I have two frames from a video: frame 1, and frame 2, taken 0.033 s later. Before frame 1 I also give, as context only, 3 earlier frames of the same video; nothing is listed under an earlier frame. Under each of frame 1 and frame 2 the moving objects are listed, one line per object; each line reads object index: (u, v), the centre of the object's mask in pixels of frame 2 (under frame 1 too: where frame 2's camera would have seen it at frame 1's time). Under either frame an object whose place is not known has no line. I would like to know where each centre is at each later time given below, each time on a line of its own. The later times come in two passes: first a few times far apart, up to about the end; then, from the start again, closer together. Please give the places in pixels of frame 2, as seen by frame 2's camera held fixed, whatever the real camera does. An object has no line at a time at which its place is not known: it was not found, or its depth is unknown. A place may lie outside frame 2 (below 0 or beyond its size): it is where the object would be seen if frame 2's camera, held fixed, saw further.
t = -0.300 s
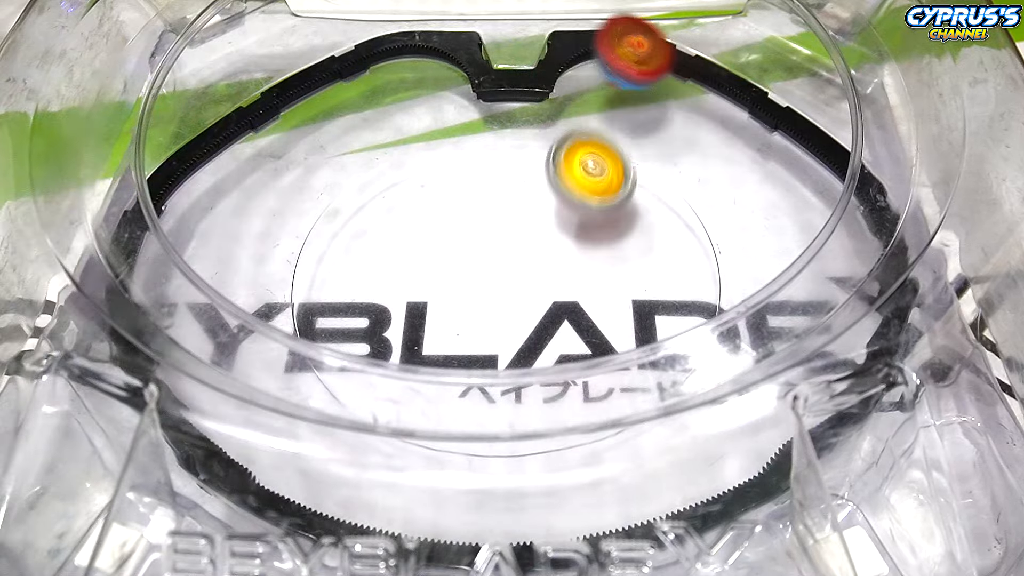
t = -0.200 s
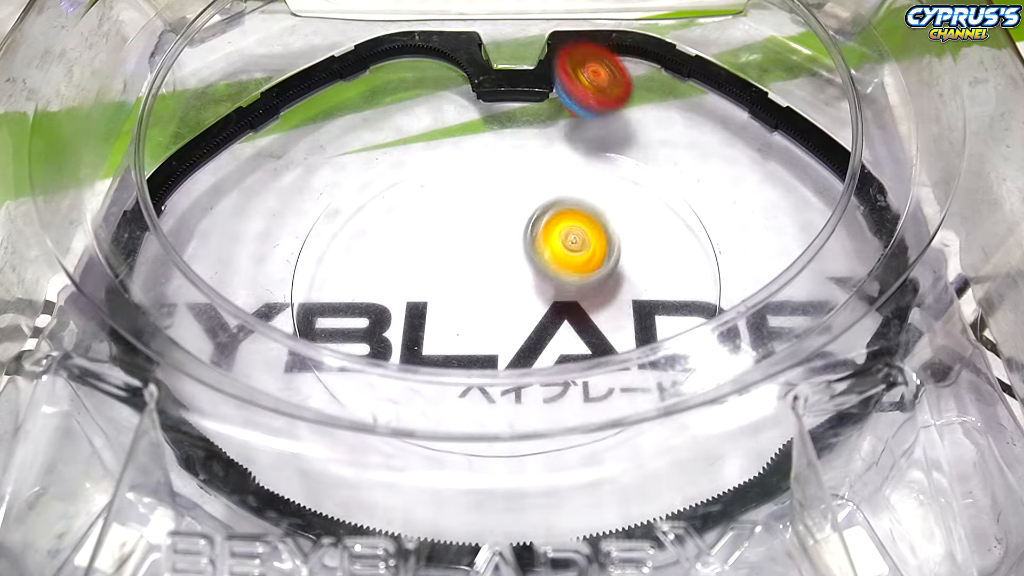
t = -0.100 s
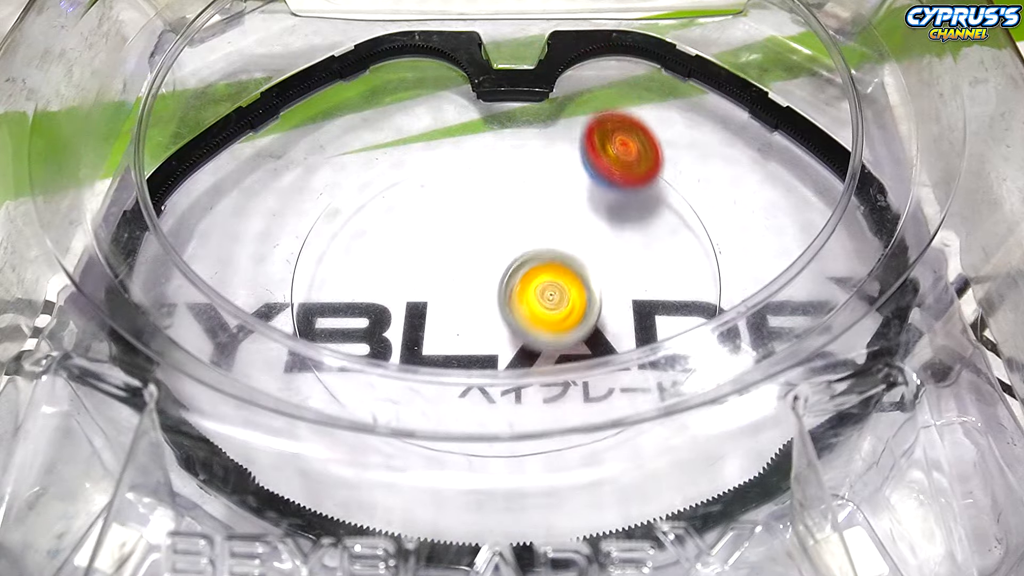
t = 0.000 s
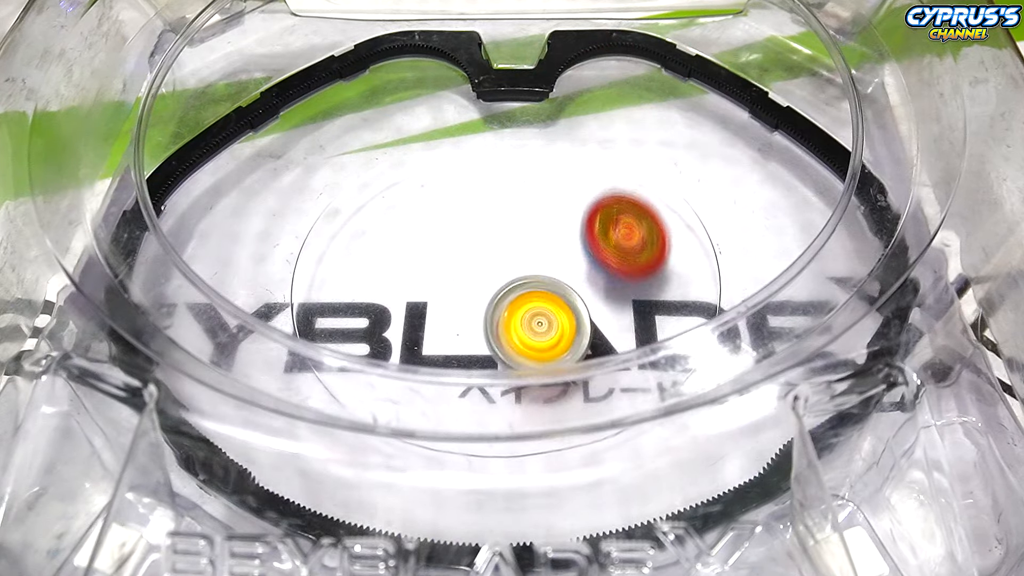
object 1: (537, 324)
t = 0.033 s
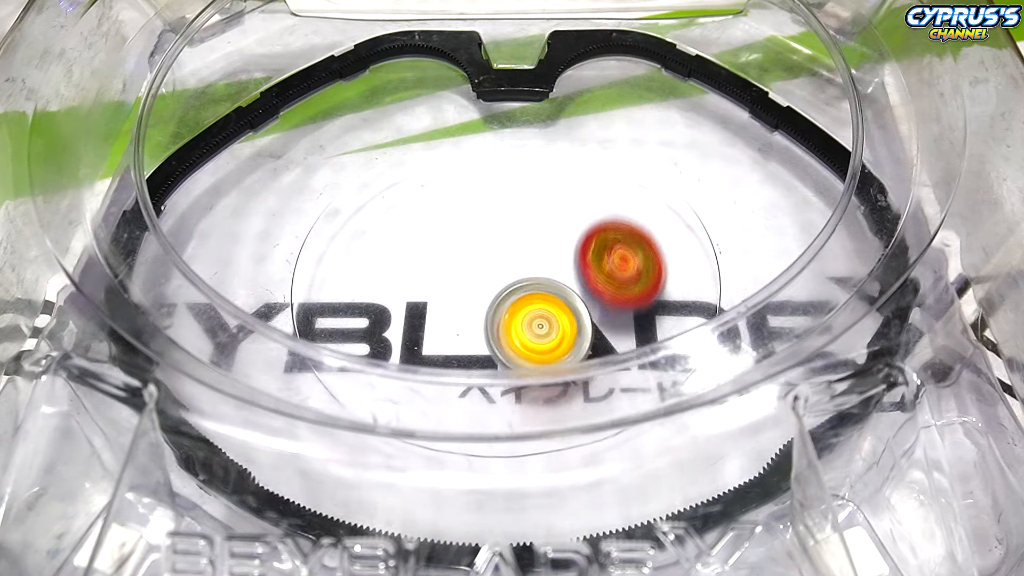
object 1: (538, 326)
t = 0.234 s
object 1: (341, 249)
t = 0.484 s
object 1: (544, 156)
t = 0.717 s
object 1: (425, 274)
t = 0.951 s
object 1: (511, 426)
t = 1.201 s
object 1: (814, 347)
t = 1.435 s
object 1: (727, 434)
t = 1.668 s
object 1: (611, 316)
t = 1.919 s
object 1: (507, 267)
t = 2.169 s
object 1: (382, 304)
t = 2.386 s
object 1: (417, 339)
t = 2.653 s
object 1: (490, 304)
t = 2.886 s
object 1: (477, 242)
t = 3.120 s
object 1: (433, 214)
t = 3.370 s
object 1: (420, 224)
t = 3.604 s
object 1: (439, 221)
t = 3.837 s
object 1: (469, 215)
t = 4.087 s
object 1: (495, 209)
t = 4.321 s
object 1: (517, 209)
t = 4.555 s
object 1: (538, 214)
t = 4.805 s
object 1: (555, 223)
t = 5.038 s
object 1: (566, 235)
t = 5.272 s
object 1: (569, 250)
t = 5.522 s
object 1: (562, 269)
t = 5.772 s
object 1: (548, 286)
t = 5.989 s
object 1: (529, 298)
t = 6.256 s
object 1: (505, 304)
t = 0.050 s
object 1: (532, 326)
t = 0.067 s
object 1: (470, 340)
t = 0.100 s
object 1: (329, 411)
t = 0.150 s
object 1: (256, 374)
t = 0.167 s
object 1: (268, 341)
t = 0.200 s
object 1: (303, 286)
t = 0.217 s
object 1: (319, 265)
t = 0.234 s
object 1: (341, 249)
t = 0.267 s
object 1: (378, 231)
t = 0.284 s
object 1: (395, 229)
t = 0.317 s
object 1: (430, 233)
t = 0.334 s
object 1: (445, 220)
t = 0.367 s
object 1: (476, 197)
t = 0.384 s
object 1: (490, 187)
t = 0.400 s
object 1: (503, 179)
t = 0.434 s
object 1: (524, 165)
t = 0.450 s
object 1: (533, 161)
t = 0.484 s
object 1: (544, 156)
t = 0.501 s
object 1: (547, 155)
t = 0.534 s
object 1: (549, 154)
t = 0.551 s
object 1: (548, 154)
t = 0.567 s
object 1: (546, 157)
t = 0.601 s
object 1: (538, 163)
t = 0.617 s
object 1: (532, 166)
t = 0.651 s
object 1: (489, 208)
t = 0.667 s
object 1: (470, 224)
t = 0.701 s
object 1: (439, 257)
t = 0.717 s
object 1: (425, 274)
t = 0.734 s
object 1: (412, 293)
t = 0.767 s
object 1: (395, 325)
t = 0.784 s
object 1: (389, 338)
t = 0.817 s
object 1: (381, 380)
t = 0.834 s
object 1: (385, 394)
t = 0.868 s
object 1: (412, 396)
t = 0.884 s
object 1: (430, 402)
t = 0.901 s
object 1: (447, 409)
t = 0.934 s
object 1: (490, 424)
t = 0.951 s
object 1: (511, 426)
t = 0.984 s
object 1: (557, 437)
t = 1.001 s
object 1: (578, 437)
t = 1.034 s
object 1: (625, 448)
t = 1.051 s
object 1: (651, 448)
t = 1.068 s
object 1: (673, 449)
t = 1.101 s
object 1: (723, 451)
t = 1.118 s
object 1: (740, 445)
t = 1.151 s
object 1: (775, 401)
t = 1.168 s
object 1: (797, 381)
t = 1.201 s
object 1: (814, 347)
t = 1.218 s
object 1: (825, 332)
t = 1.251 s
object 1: (840, 316)
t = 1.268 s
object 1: (840, 317)
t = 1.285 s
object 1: (836, 325)
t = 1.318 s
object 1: (825, 362)
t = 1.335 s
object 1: (819, 385)
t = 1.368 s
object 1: (789, 445)
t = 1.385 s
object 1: (760, 444)
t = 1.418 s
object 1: (743, 436)
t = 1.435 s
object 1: (727, 434)
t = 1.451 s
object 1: (707, 426)
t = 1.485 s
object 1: (674, 390)
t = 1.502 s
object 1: (663, 381)
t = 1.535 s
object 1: (653, 367)
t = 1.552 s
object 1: (645, 347)
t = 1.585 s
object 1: (634, 338)
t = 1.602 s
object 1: (628, 330)
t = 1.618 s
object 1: (624, 326)
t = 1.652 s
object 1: (615, 320)
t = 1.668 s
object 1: (611, 316)
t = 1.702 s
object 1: (603, 307)
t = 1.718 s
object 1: (597, 301)
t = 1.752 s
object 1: (586, 291)
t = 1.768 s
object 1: (581, 287)
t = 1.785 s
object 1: (575, 283)
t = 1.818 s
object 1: (560, 277)
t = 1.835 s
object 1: (552, 274)
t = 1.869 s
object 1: (535, 270)
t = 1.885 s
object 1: (526, 269)
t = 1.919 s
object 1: (507, 267)
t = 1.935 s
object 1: (497, 266)
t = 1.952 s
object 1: (488, 265)
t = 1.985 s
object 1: (469, 267)
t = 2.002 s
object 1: (459, 268)
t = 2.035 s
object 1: (440, 273)
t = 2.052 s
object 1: (430, 275)
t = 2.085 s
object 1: (413, 281)
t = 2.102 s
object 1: (406, 285)
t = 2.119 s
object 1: (398, 290)
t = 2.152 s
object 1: (386, 299)
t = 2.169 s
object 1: (382, 304)
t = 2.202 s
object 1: (377, 314)
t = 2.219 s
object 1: (377, 318)
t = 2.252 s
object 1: (379, 326)
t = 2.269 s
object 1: (383, 328)
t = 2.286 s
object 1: (386, 331)
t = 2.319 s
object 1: (394, 334)
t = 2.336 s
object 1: (400, 335)
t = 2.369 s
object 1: (411, 337)
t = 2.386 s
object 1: (417, 339)
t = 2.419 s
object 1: (428, 339)
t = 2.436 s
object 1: (434, 339)
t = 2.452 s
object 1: (441, 338)
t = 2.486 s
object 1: (452, 337)
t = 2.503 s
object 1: (457, 335)
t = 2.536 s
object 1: (467, 331)
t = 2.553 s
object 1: (472, 328)
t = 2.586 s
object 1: (479, 322)
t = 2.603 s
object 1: (482, 318)
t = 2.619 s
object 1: (485, 313)
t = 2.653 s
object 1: (490, 304)
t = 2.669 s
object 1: (491, 299)
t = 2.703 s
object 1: (493, 291)
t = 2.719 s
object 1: (493, 286)
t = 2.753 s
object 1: (492, 276)
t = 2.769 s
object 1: (492, 273)
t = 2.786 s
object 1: (490, 267)
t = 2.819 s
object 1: (487, 258)
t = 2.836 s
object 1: (485, 254)
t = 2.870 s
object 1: (480, 246)
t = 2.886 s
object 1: (477, 242)
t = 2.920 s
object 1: (469, 235)
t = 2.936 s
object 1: (465, 232)
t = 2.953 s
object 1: (461, 229)
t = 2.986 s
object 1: (452, 223)
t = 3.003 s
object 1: (449, 221)
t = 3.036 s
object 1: (443, 217)
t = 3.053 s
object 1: (441, 216)
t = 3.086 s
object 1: (436, 214)
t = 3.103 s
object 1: (435, 214)
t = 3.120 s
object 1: (433, 214)
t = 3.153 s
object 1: (429, 213)
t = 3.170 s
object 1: (427, 214)
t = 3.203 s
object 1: (425, 214)
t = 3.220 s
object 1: (423, 215)
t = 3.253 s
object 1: (421, 218)
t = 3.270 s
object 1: (421, 219)
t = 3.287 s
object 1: (420, 221)
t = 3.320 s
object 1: (420, 223)
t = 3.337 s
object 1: (419, 224)
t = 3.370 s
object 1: (420, 224)
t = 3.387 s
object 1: (420, 224)
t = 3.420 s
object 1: (421, 224)
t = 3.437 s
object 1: (422, 224)
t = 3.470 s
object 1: (425, 223)
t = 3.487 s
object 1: (426, 223)
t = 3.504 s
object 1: (428, 223)
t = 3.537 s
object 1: (431, 222)
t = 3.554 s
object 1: (433, 222)
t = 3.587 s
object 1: (437, 221)
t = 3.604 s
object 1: (439, 221)
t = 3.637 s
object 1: (443, 221)
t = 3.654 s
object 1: (446, 220)
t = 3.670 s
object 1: (448, 220)
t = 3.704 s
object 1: (452, 219)
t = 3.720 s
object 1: (454, 219)
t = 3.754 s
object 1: (458, 217)
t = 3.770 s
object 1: (460, 217)
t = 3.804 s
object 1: (465, 216)
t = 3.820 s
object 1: (467, 216)
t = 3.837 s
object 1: (469, 215)
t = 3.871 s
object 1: (473, 214)
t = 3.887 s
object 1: (475, 214)
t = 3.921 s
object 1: (479, 213)
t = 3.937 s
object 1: (480, 212)
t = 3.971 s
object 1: (483, 211)
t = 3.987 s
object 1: (486, 211)
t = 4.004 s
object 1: (487, 210)
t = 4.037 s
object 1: (490, 210)
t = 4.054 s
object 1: (492, 209)
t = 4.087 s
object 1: (495, 209)
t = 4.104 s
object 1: (496, 209)
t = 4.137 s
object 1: (499, 208)
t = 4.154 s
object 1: (501, 208)
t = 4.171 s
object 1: (503, 208)
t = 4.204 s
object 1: (506, 209)
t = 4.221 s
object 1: (507, 208)
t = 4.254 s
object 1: (510, 208)
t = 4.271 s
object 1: (512, 208)
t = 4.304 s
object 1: (516, 209)
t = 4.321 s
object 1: (517, 209)
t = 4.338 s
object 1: (519, 209)
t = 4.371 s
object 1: (522, 209)
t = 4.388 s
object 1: (524, 210)
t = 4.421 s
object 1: (527, 210)
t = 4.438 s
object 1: (529, 210)
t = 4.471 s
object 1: (532, 211)
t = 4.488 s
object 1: (533, 211)
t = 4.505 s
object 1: (534, 212)
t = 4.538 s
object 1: (536, 213)
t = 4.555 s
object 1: (538, 214)
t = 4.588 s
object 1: (541, 215)
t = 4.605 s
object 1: (542, 216)
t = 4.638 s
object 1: (545, 217)
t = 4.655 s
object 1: (546, 218)
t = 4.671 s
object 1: (546, 218)
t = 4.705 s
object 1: (548, 220)
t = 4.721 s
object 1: (549, 220)
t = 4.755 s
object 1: (551, 221)
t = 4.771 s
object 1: (553, 222)
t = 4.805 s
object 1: (555, 223)
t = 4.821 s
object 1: (556, 224)
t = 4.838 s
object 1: (556, 224)
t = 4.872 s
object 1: (558, 226)
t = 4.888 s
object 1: (559, 227)
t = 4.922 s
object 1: (561, 228)
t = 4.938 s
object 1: (562, 229)
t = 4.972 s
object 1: (563, 231)
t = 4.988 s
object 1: (564, 232)
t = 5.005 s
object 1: (564, 233)
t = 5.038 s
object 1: (566, 235)
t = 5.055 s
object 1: (566, 236)
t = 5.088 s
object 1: (567, 238)
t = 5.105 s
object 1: (568, 239)
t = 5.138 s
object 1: (568, 241)
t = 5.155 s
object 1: (569, 242)
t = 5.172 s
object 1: (569, 243)
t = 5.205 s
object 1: (569, 245)
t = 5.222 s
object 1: (569, 246)
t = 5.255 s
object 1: (569, 248)
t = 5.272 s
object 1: (569, 250)
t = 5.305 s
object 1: (569, 252)
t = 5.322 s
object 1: (569, 253)
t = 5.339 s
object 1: (568, 255)
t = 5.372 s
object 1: (568, 257)
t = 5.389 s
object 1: (567, 258)
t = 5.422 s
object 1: (566, 261)
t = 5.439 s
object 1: (565, 262)
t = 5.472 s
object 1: (564, 265)
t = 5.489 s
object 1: (563, 266)
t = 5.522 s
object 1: (562, 269)
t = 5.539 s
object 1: (561, 270)
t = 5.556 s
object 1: (560, 272)
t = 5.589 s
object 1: (559, 274)
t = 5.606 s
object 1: (558, 275)
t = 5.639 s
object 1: (556, 278)
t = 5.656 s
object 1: (556, 279)
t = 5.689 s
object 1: (554, 281)
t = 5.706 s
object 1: (553, 282)
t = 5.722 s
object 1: (552, 283)
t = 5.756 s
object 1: (549, 285)
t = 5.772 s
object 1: (548, 286)
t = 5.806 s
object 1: (545, 288)
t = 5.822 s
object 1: (543, 288)
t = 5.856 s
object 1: (540, 290)
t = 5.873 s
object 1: (539, 291)
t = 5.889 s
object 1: (537, 292)
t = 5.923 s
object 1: (534, 294)
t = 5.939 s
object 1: (533, 295)
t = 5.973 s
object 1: (530, 297)
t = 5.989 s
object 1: (529, 298)
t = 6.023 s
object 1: (526, 299)
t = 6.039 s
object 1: (525, 299)
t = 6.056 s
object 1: (523, 300)
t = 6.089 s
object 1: (521, 301)
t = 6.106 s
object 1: (519, 302)
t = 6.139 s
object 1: (516, 303)
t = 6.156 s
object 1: (515, 303)
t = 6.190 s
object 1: (512, 304)
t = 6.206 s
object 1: (510, 304)
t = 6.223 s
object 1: (508, 304)
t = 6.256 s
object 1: (505, 304)
